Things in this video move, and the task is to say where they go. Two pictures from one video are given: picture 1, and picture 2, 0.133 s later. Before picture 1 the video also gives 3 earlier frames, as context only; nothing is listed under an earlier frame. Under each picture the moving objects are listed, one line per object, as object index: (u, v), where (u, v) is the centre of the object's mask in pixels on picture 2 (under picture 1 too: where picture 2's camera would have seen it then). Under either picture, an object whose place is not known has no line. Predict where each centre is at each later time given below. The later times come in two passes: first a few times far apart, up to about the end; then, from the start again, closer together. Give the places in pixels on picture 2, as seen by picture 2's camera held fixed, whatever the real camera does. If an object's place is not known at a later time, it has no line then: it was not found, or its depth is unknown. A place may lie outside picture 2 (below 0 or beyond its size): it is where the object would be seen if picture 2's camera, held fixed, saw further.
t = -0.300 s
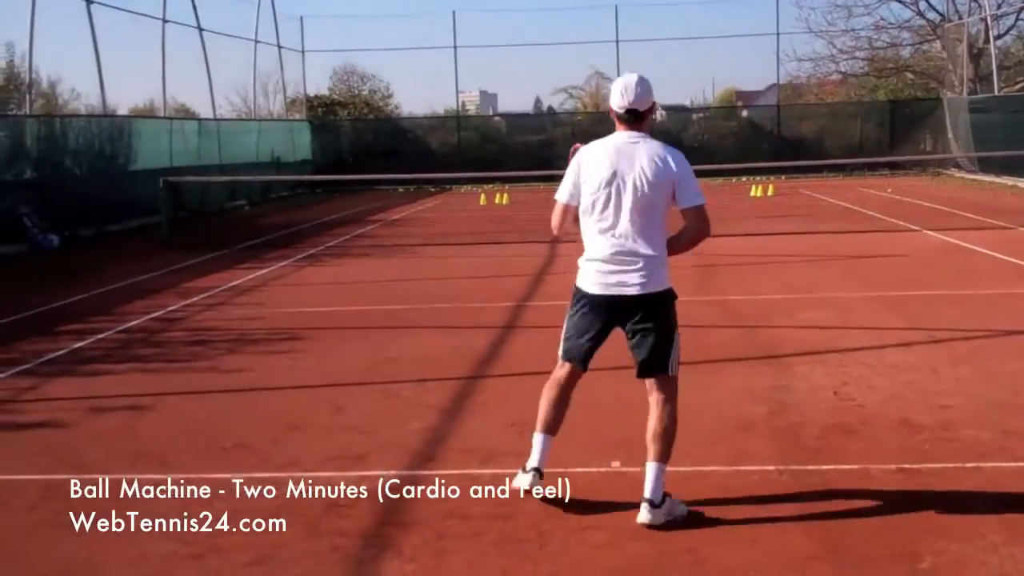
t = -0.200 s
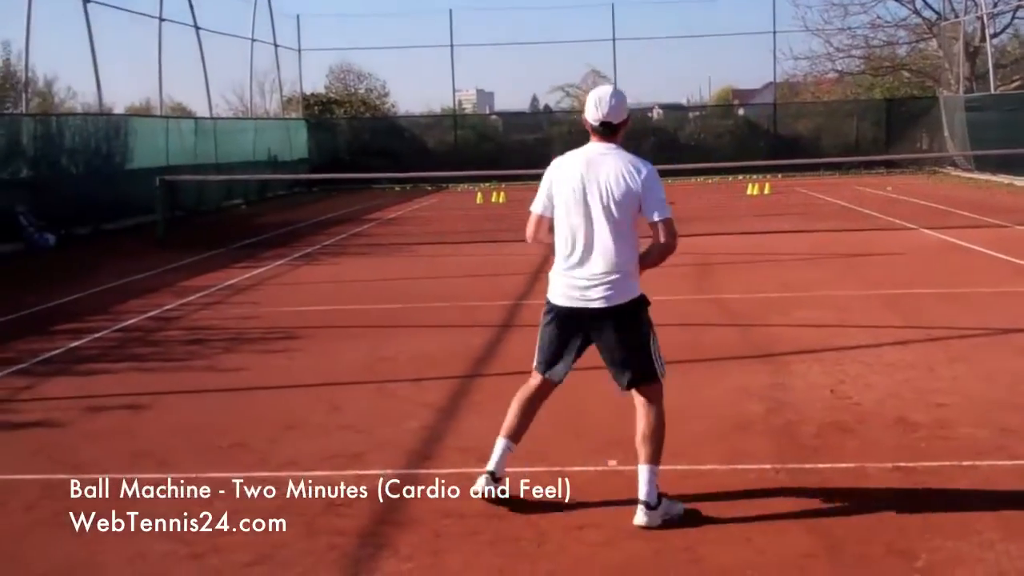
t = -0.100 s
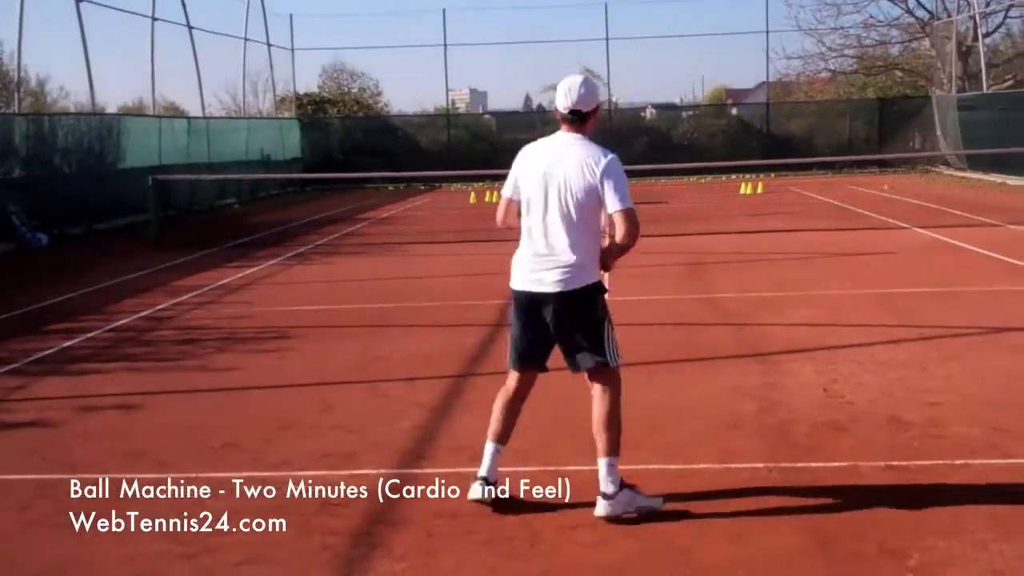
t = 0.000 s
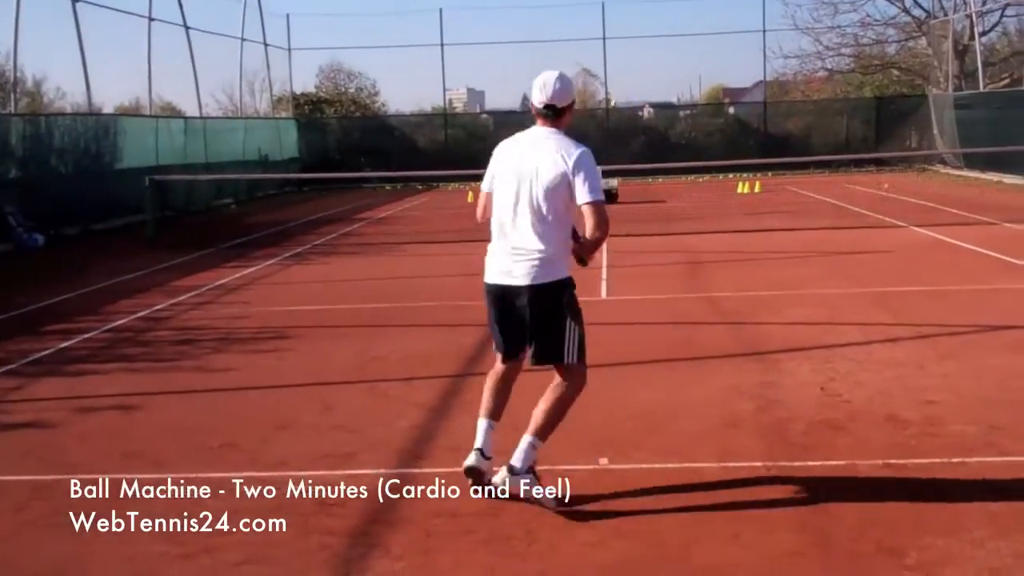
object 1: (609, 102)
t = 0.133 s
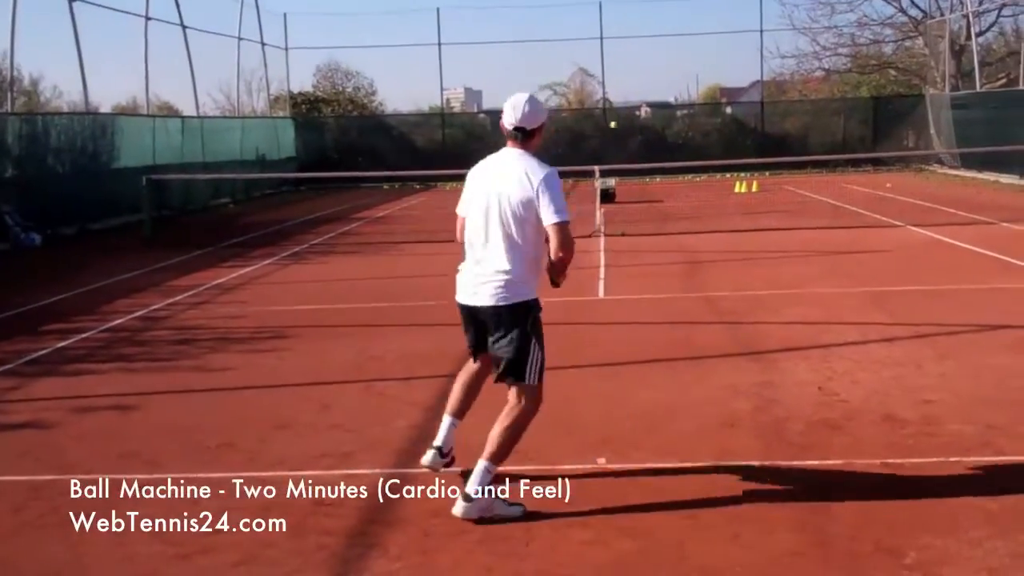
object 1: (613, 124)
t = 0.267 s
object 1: (616, 170)
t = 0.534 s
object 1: (623, 306)
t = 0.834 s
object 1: (619, 228)
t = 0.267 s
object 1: (616, 170)
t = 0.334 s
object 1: (617, 204)
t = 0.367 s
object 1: (618, 226)
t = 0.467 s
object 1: (622, 302)
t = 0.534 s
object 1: (623, 306)
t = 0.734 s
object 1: (619, 241)
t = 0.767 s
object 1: (619, 235)
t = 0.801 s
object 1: (619, 230)
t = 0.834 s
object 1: (619, 228)
